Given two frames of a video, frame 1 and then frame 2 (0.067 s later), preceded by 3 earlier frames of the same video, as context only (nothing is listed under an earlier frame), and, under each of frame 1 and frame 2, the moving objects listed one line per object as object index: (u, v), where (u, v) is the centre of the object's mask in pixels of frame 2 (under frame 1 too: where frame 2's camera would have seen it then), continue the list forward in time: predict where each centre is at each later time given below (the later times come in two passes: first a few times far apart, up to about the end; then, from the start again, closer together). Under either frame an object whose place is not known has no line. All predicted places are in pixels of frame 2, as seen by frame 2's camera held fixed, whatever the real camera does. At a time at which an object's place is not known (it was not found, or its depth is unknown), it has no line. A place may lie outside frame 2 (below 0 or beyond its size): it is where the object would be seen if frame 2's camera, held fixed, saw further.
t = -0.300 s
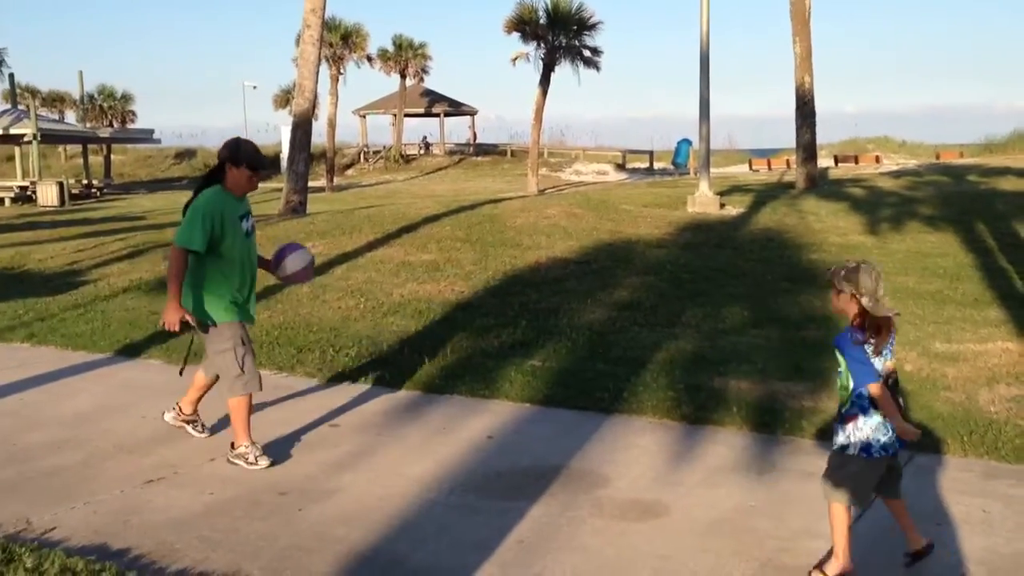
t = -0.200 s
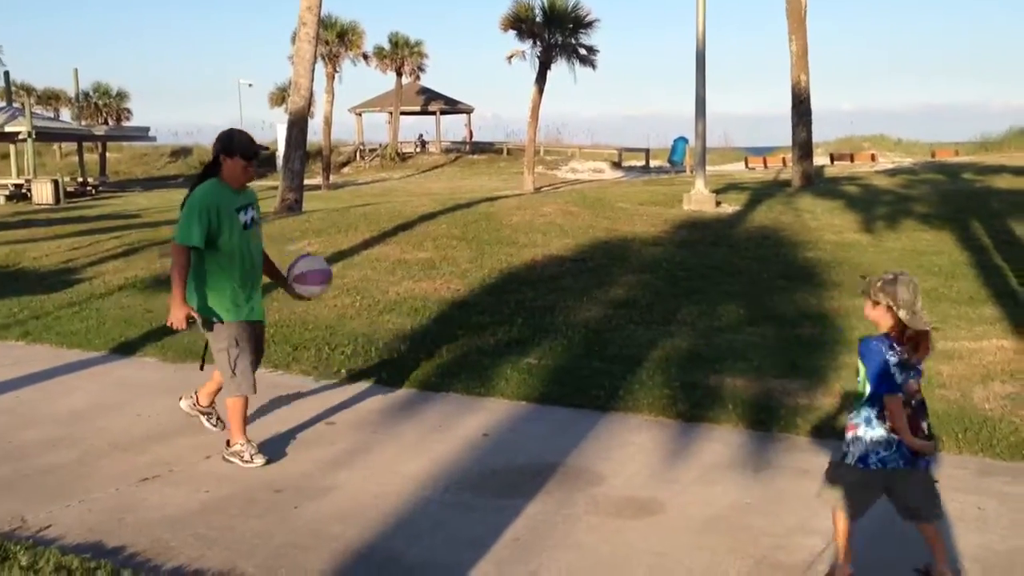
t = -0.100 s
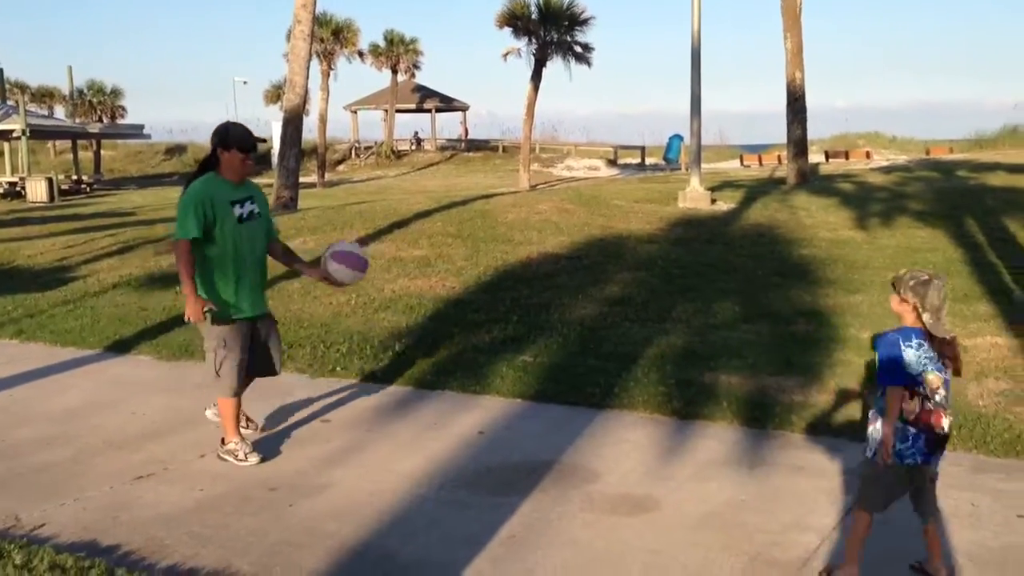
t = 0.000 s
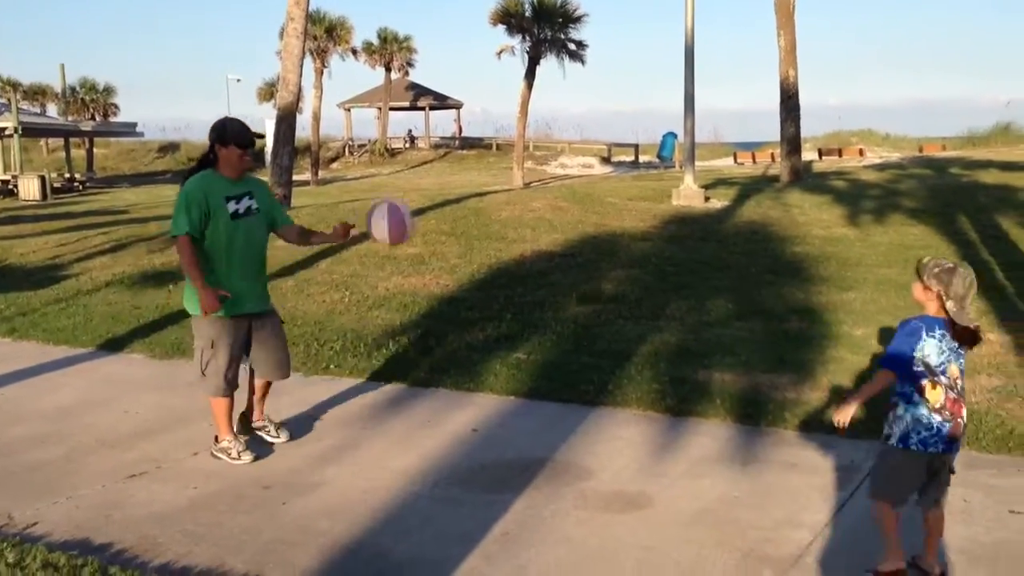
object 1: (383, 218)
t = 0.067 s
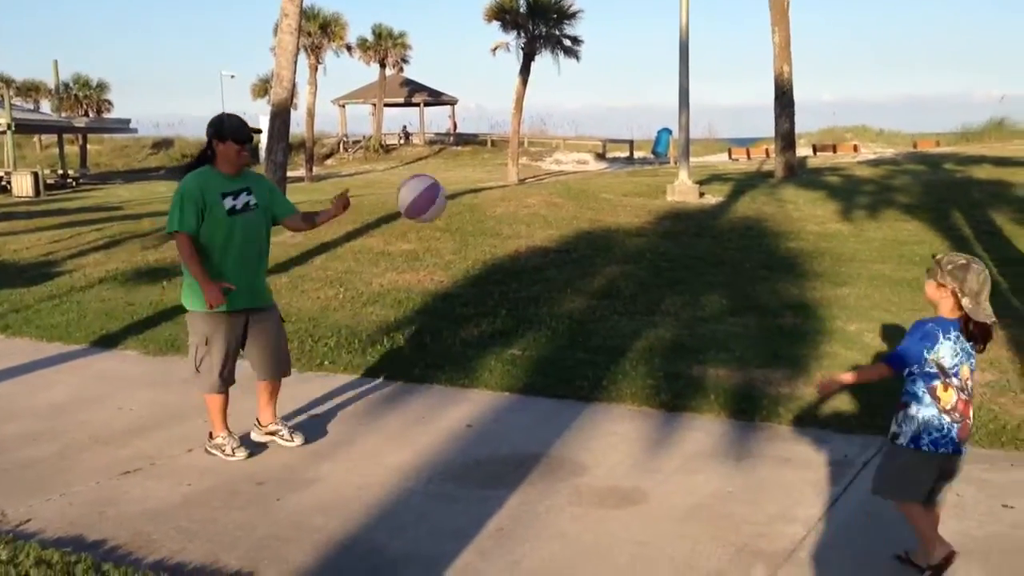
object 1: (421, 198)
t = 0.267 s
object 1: (547, 188)
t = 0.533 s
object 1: (753, 331)
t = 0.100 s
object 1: (441, 191)
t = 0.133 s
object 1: (461, 186)
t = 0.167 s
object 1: (482, 184)
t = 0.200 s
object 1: (503, 182)
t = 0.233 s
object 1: (525, 184)
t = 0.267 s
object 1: (547, 188)
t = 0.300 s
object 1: (571, 195)
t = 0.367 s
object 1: (620, 218)
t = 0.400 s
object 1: (645, 234)
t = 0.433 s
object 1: (670, 253)
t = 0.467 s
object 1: (697, 276)
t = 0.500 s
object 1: (725, 301)
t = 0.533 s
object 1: (753, 331)
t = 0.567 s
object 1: (782, 365)
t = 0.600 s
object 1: (811, 401)
